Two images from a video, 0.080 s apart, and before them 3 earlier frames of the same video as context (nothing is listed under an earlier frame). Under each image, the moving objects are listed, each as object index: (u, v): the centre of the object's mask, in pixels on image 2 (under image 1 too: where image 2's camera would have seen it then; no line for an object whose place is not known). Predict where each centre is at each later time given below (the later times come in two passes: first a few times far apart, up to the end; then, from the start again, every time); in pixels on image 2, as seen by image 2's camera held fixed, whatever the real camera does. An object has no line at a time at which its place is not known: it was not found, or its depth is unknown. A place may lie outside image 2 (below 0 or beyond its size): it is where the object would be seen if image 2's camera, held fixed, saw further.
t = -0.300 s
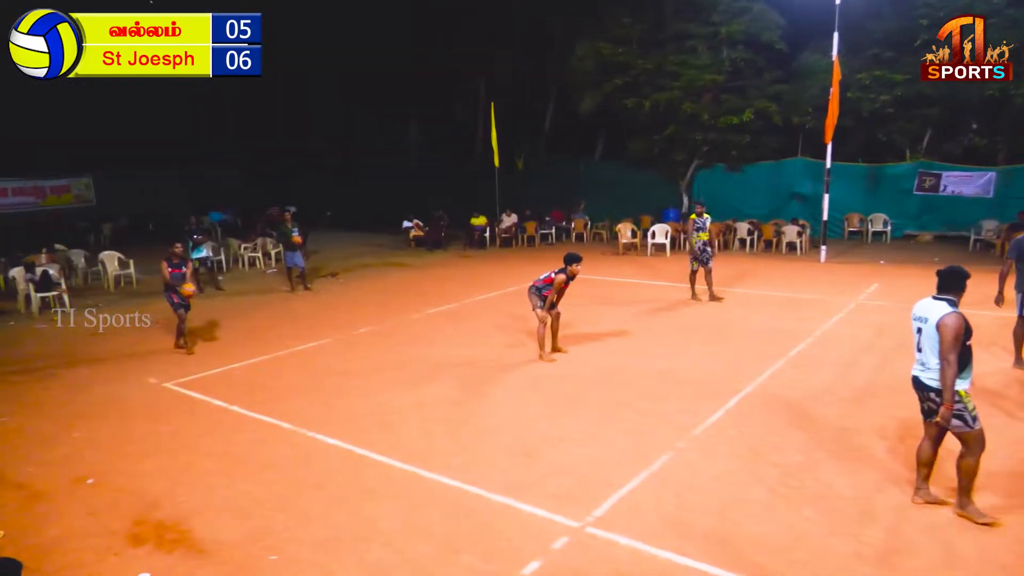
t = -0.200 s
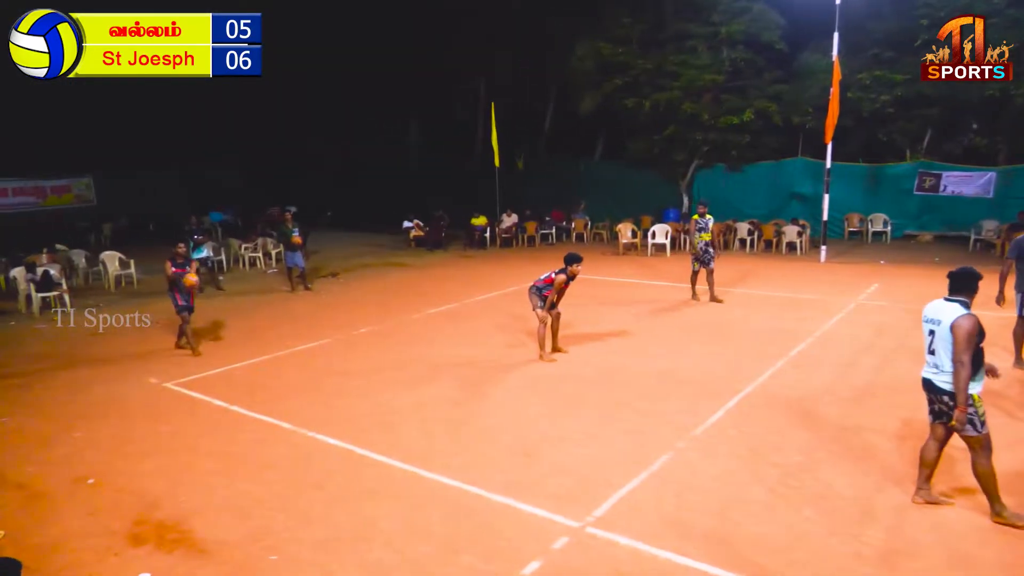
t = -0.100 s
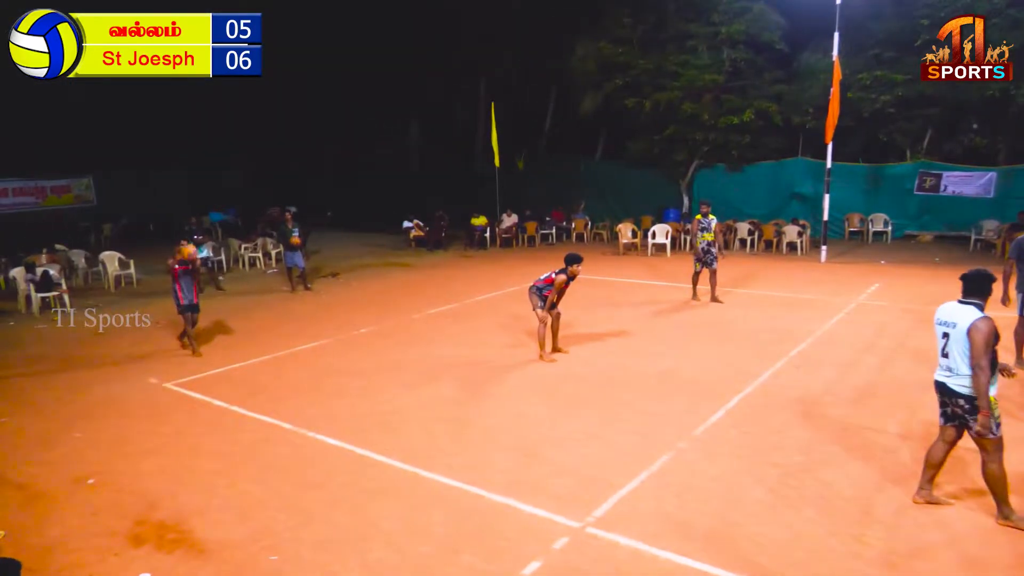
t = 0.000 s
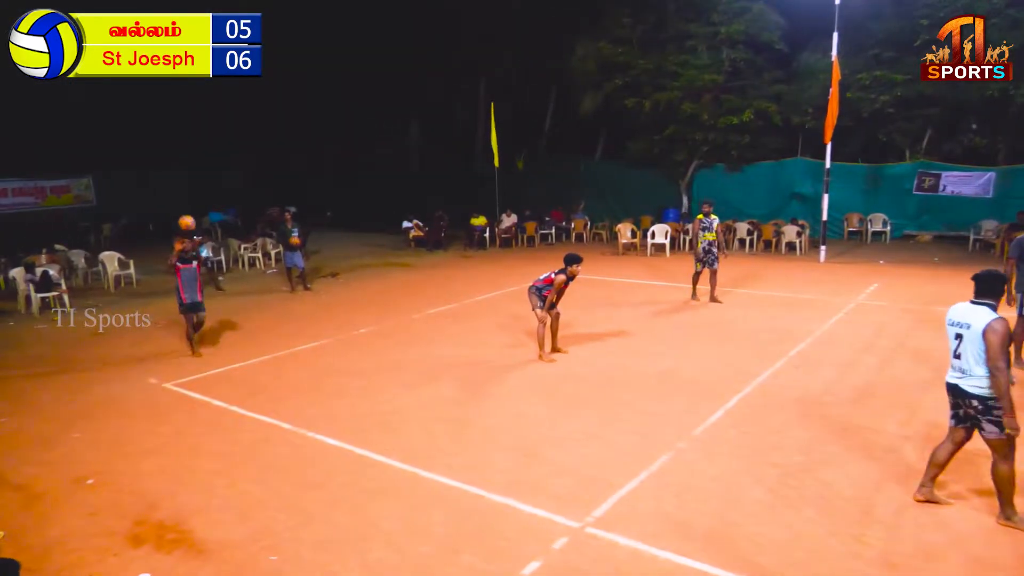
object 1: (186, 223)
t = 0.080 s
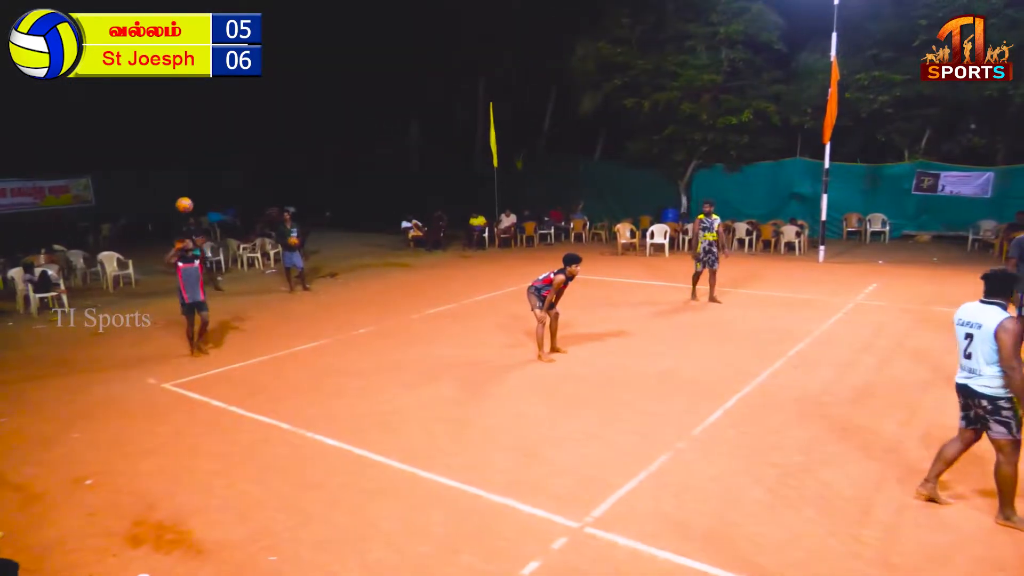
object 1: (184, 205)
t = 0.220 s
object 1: (183, 184)
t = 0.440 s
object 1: (186, 180)
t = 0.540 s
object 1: (188, 190)
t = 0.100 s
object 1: (184, 201)
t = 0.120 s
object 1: (184, 197)
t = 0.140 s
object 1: (184, 194)
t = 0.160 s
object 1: (184, 191)
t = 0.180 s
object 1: (184, 188)
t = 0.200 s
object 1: (183, 186)
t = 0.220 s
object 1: (183, 184)
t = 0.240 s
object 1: (184, 182)
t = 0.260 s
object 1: (184, 180)
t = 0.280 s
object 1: (184, 179)
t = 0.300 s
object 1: (184, 178)
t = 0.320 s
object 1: (184, 178)
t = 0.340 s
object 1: (184, 177)
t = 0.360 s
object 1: (184, 177)
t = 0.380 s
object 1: (185, 177)
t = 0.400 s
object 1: (185, 178)
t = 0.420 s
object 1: (185, 178)
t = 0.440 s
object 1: (186, 180)
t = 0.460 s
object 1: (186, 181)
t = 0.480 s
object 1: (186, 183)
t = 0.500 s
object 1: (187, 185)
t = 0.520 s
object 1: (188, 187)
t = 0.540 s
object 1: (188, 190)
